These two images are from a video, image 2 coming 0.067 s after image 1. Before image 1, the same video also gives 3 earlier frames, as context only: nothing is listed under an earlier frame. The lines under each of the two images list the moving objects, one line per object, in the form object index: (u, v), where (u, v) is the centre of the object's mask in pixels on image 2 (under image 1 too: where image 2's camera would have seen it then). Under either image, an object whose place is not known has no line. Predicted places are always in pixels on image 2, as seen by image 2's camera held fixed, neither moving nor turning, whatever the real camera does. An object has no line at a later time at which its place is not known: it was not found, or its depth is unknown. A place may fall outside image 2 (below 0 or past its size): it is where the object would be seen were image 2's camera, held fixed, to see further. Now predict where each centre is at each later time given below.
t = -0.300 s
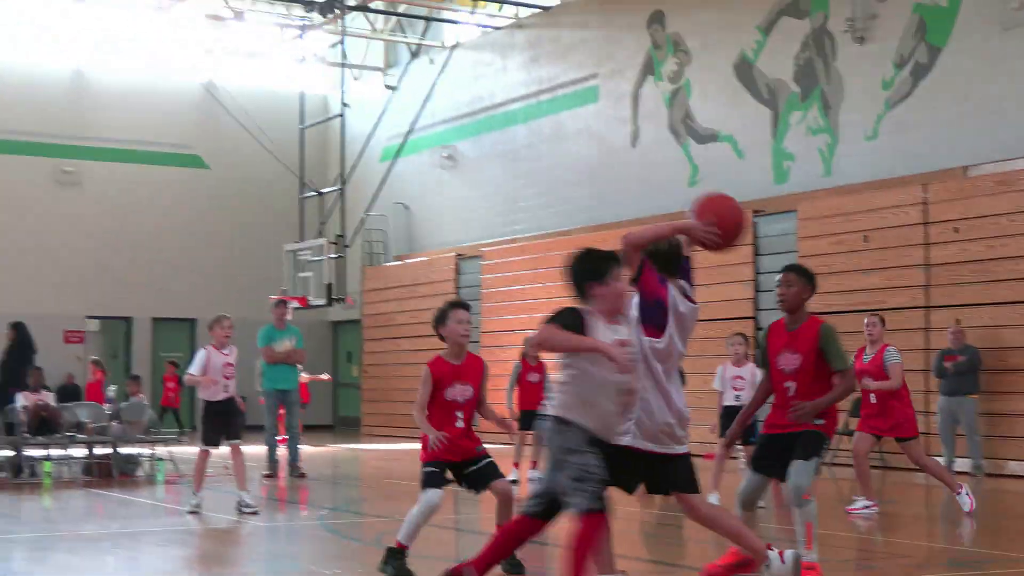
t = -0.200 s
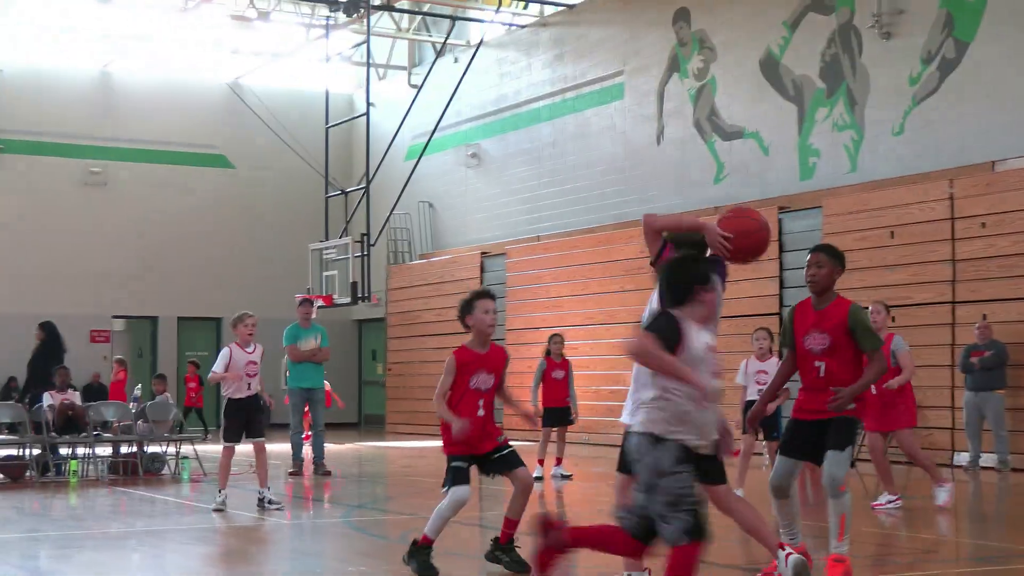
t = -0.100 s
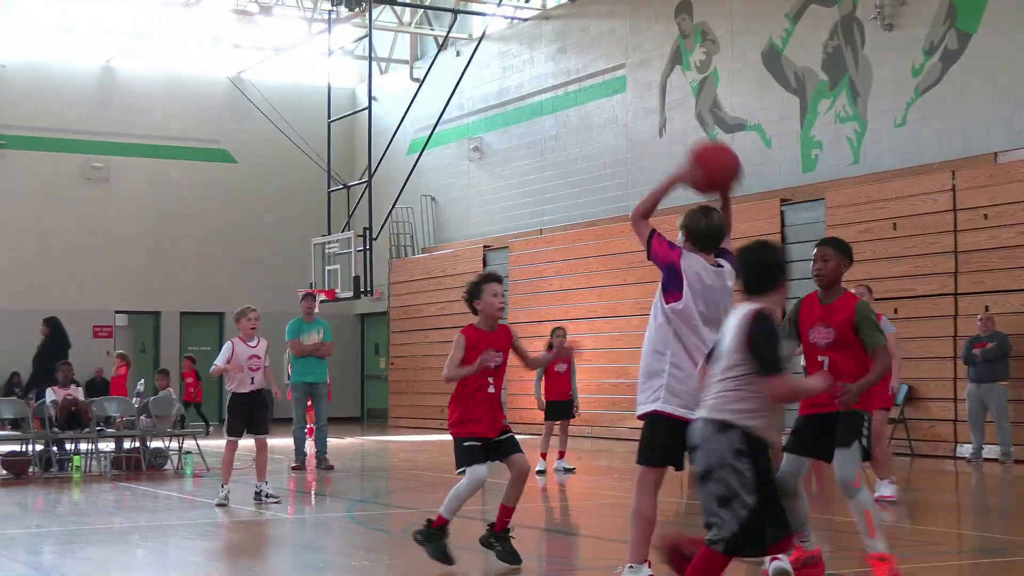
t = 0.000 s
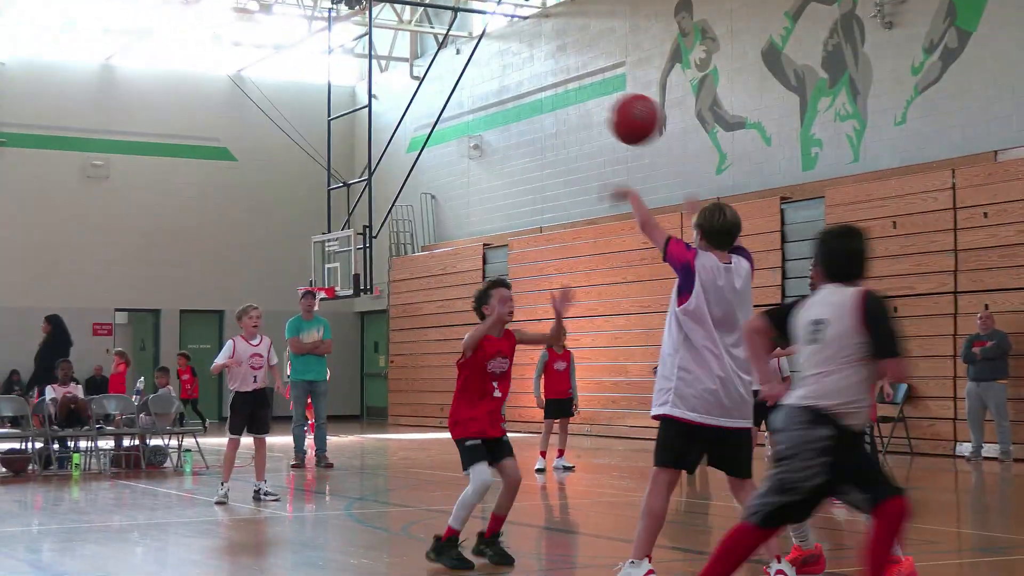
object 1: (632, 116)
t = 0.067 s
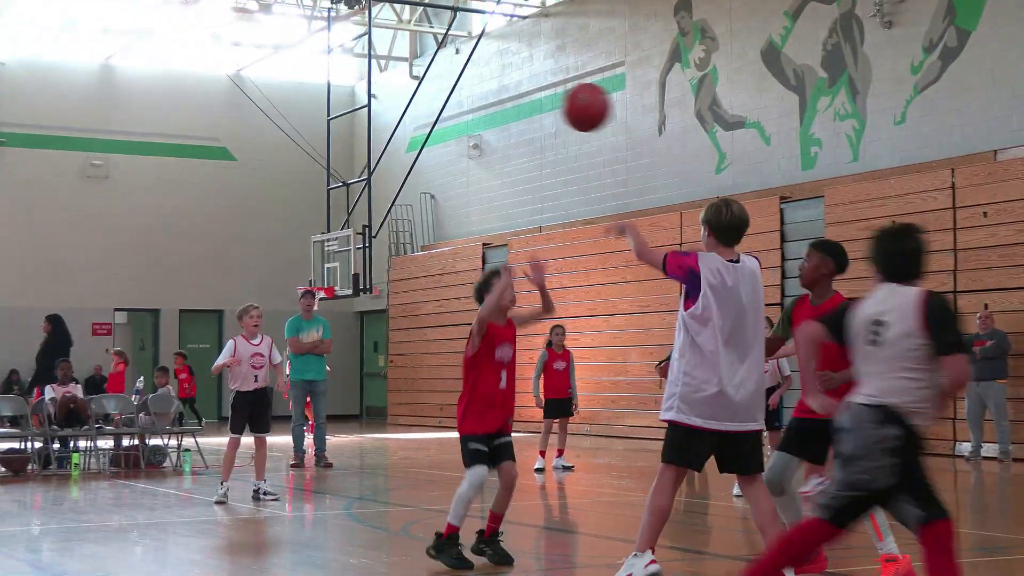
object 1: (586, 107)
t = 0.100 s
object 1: (564, 105)
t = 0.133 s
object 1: (546, 103)
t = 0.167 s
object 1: (526, 106)
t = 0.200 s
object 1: (507, 109)
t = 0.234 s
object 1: (490, 116)
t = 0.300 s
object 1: (456, 132)
